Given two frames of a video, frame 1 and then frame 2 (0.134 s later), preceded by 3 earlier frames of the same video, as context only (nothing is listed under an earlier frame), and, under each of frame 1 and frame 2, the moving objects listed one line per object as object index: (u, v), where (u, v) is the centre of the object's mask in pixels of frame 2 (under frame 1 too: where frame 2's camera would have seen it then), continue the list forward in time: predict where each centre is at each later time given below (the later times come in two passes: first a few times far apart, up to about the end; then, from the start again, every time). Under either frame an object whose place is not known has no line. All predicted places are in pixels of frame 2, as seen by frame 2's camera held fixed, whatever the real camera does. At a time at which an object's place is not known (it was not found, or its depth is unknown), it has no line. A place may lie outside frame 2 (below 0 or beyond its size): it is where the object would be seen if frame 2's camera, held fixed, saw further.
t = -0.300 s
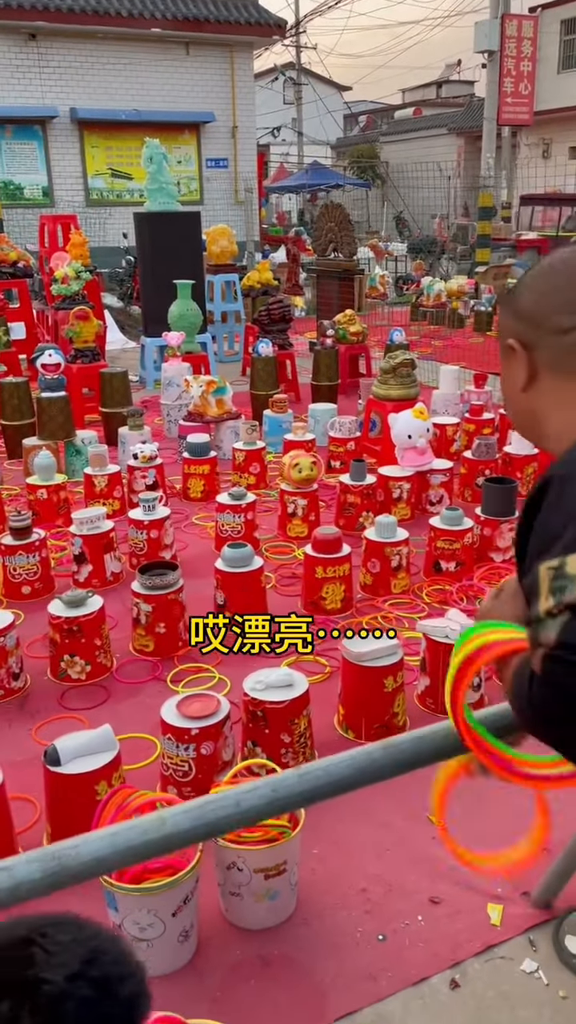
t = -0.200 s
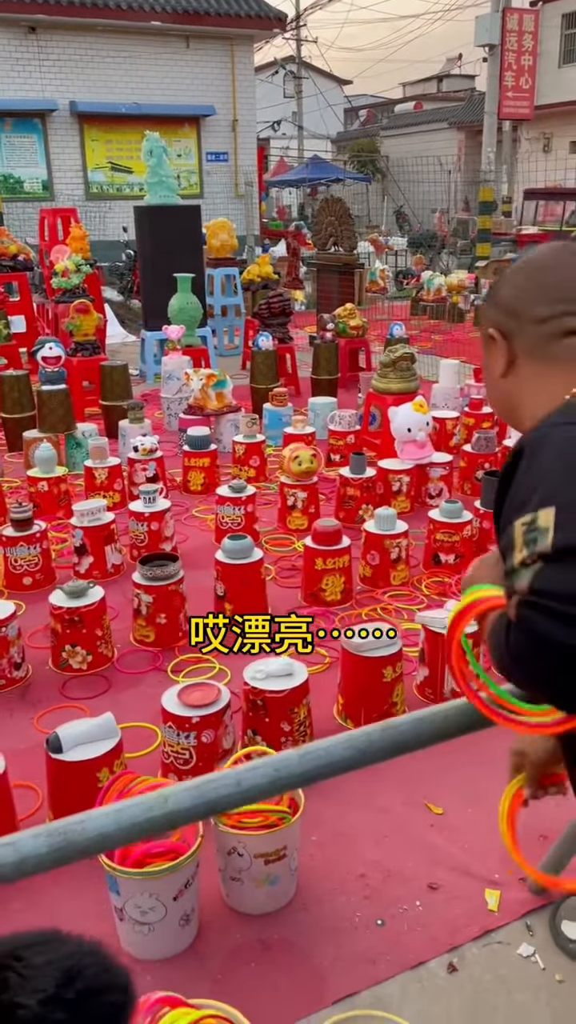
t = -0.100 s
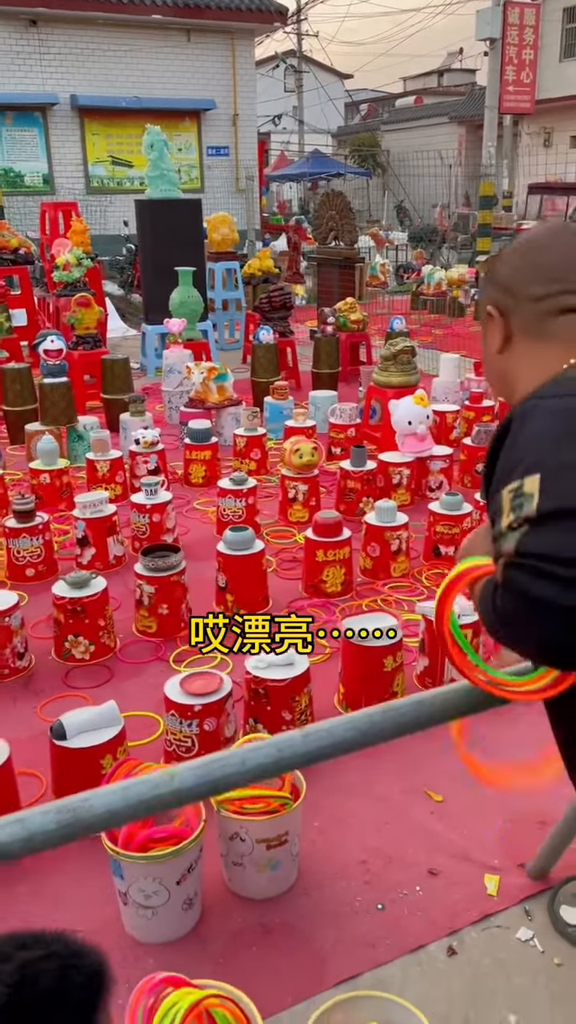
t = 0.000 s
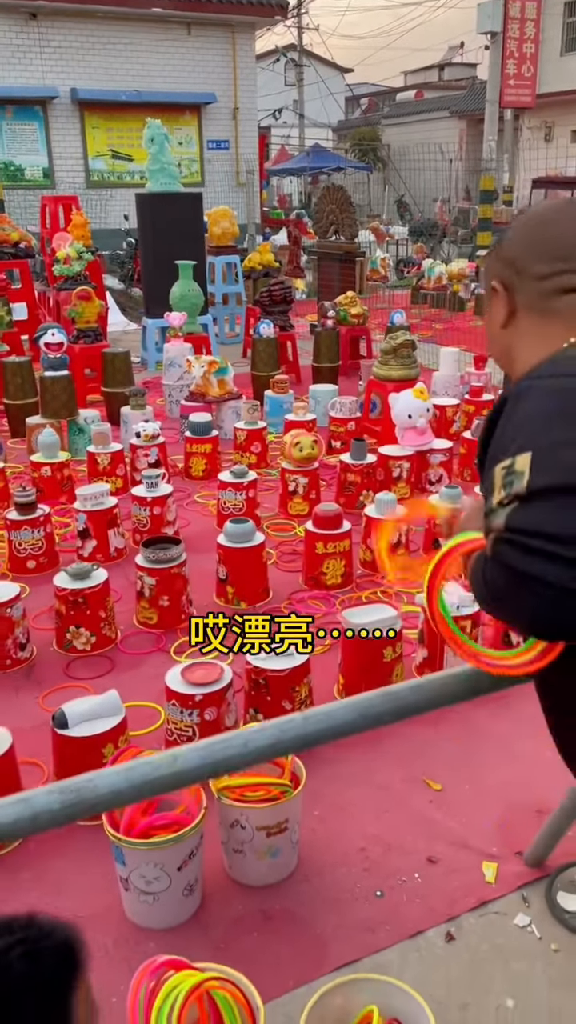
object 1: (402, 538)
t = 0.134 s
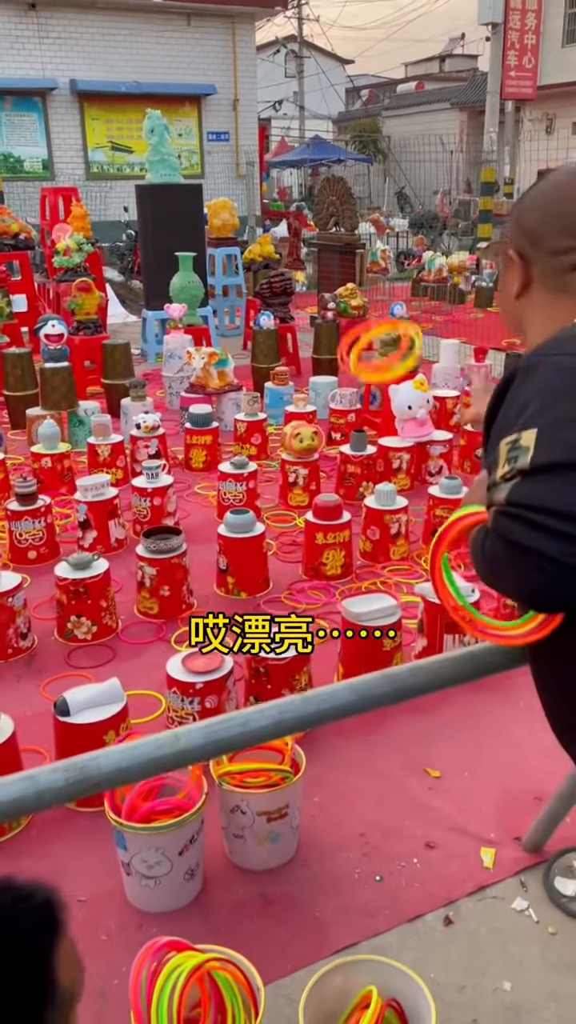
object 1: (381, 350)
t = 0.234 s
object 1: (360, 301)
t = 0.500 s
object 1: (333, 340)
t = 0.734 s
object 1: (321, 429)
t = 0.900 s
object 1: (336, 452)
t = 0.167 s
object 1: (373, 328)
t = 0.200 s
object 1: (366, 311)
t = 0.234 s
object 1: (360, 301)
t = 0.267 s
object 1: (354, 294)
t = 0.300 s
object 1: (349, 291)
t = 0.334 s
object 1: (345, 292)
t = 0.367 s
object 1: (341, 296)
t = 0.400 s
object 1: (337, 303)
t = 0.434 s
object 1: (336, 311)
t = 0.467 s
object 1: (336, 327)
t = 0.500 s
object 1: (333, 340)
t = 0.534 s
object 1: (330, 353)
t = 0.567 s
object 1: (322, 362)
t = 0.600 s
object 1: (315, 377)
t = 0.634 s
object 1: (320, 407)
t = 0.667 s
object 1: (321, 420)
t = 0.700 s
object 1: (321, 424)
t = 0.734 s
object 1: (321, 429)
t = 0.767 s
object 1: (324, 432)
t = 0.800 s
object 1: (334, 437)
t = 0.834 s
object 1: (334, 443)
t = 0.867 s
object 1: (336, 451)
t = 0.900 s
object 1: (336, 452)
